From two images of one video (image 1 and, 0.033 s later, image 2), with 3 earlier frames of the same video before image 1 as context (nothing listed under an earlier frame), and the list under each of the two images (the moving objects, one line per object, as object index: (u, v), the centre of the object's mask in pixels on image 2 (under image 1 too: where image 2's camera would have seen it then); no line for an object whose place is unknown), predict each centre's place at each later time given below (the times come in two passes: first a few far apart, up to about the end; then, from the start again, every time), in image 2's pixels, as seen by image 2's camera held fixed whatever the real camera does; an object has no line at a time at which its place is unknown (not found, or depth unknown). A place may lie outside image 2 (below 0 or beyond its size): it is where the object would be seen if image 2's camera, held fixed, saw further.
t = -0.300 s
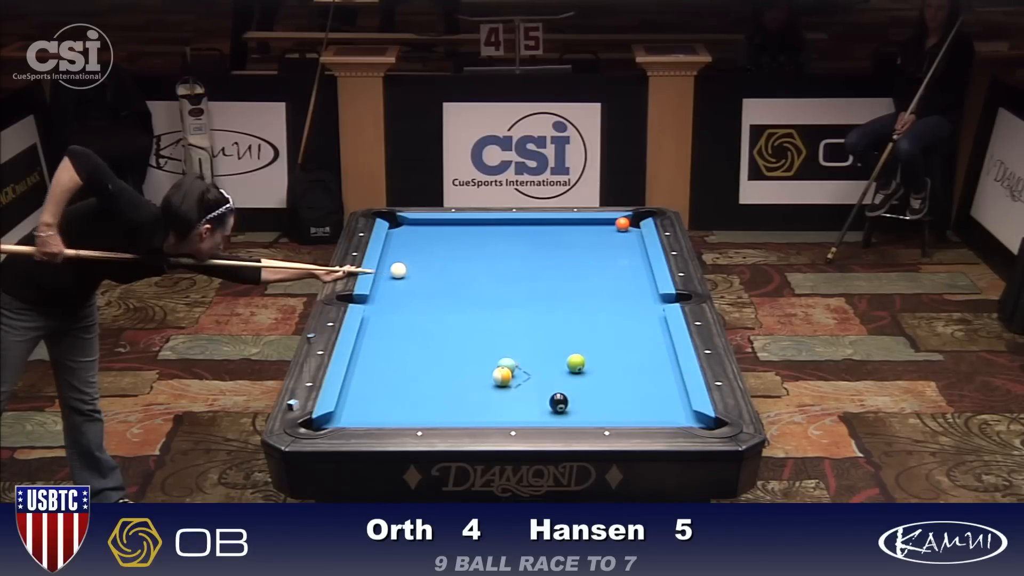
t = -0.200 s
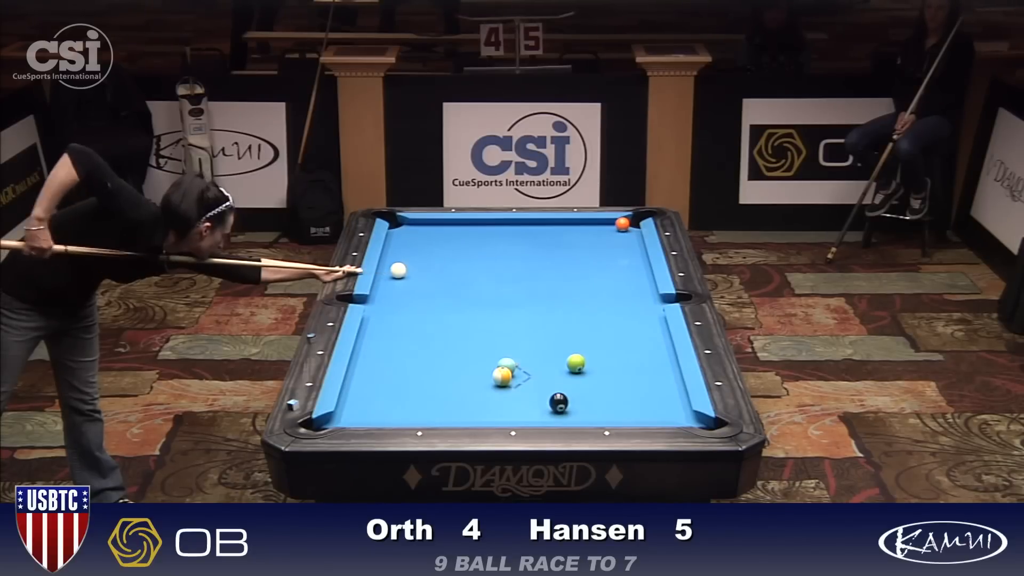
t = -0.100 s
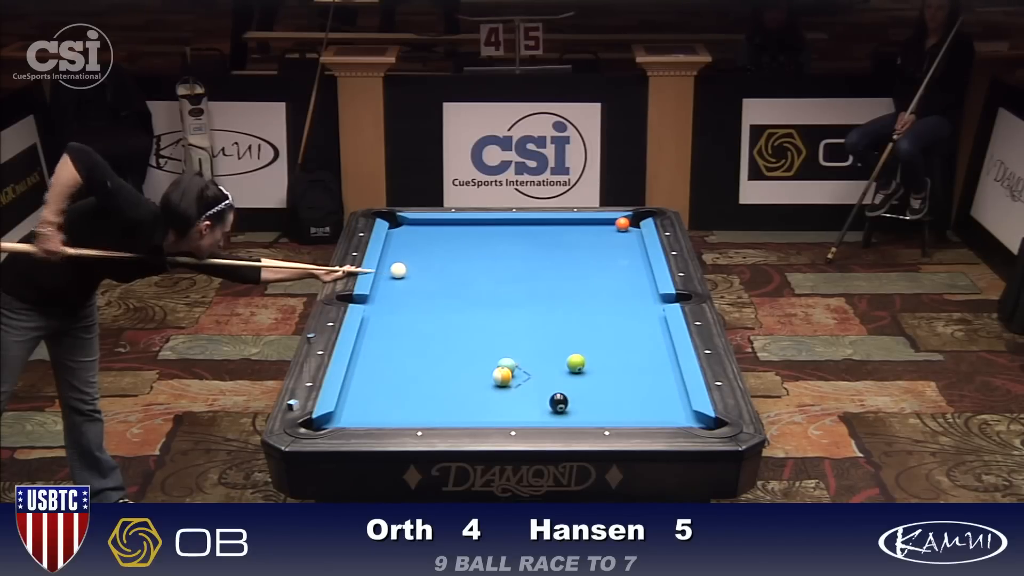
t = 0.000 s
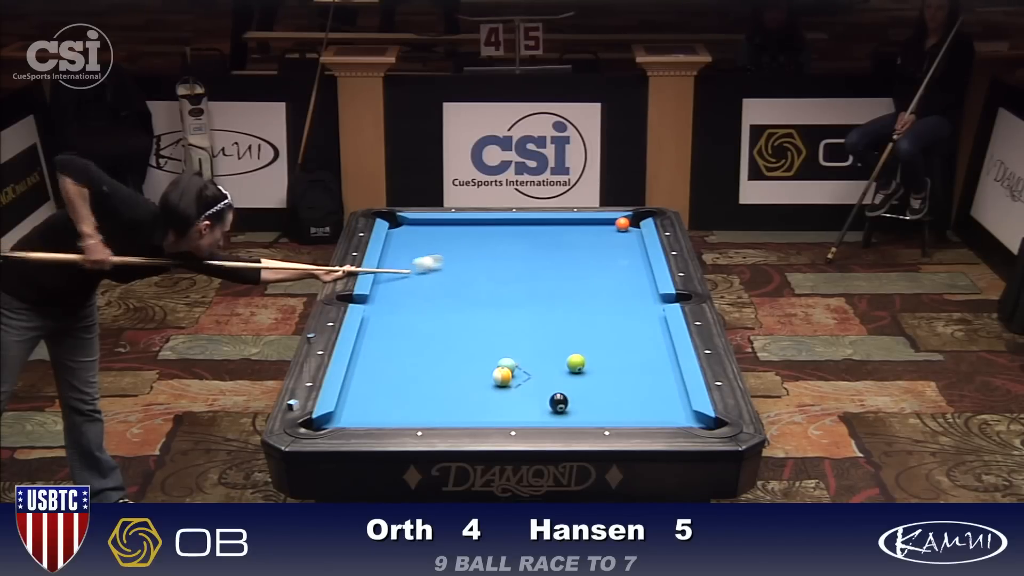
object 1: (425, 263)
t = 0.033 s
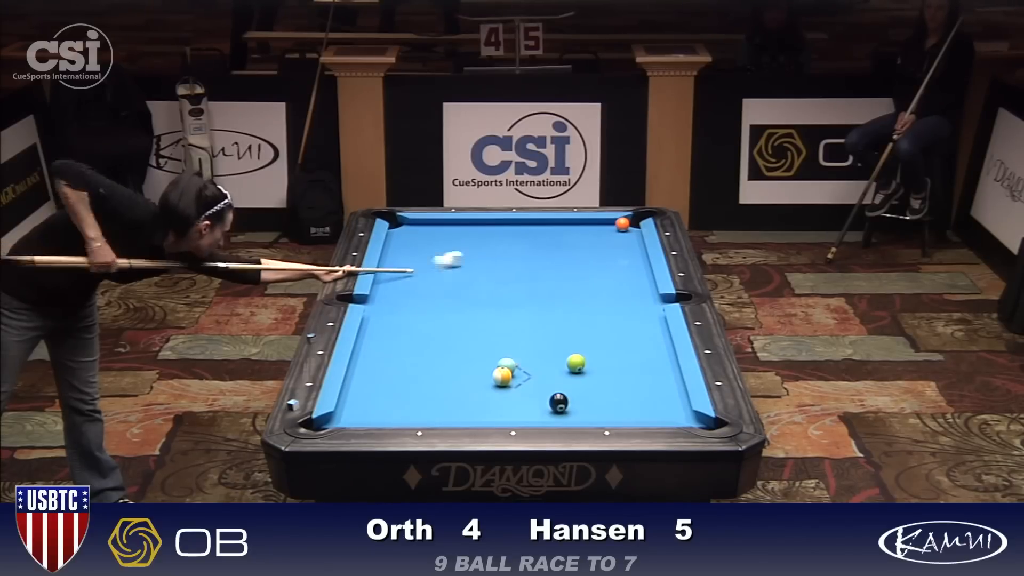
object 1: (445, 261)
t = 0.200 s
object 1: (533, 244)
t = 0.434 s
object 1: (620, 229)
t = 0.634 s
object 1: (622, 232)
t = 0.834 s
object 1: (606, 236)
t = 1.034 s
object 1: (590, 239)
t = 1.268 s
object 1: (572, 243)
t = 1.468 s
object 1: (558, 246)
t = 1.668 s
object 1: (544, 249)
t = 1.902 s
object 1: (528, 253)
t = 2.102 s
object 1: (515, 255)
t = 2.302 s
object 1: (502, 258)
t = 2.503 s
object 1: (489, 261)
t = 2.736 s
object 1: (475, 264)
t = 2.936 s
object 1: (464, 266)
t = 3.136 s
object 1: (453, 269)
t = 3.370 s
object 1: (441, 271)
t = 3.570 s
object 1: (432, 274)
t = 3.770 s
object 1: (423, 276)
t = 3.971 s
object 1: (414, 278)
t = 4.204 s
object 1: (405, 280)
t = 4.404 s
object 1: (397, 281)
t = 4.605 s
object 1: (390, 283)
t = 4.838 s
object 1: (383, 284)
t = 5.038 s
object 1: (380, 286)
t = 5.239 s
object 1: (383, 286)
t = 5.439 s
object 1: (386, 286)
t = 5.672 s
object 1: (388, 287)
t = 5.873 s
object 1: (388, 287)
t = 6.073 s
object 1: (389, 287)
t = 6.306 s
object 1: (389, 287)
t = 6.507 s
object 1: (388, 287)
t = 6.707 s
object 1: (388, 287)
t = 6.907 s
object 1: (388, 287)
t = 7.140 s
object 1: (388, 287)
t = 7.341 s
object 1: (388, 287)
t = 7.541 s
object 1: (388, 287)
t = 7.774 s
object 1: (388, 287)
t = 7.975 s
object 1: (388, 287)
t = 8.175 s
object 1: (388, 287)
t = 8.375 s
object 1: (388, 287)
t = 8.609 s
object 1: (388, 287)
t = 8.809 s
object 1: (388, 287)
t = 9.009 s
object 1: (388, 287)
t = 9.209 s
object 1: (388, 287)
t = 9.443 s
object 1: (388, 287)
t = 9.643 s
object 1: (388, 287)
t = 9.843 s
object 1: (388, 287)
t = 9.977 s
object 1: (388, 287)
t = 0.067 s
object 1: (464, 257)
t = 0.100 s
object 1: (484, 253)
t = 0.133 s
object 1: (501, 250)
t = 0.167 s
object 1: (519, 246)
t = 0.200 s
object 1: (533, 244)
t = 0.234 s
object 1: (550, 240)
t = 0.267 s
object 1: (564, 237)
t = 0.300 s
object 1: (577, 235)
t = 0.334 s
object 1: (591, 232)
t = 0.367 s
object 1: (603, 230)
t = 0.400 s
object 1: (613, 228)
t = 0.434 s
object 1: (620, 229)
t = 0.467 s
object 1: (625, 229)
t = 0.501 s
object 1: (631, 230)
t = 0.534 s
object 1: (632, 230)
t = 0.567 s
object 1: (629, 231)
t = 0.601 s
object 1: (625, 232)
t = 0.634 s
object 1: (622, 232)
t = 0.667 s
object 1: (619, 233)
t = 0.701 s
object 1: (616, 234)
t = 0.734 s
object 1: (614, 234)
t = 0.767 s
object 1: (611, 235)
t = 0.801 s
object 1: (608, 235)
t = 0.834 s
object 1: (606, 236)
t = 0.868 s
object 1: (603, 237)
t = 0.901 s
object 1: (601, 237)
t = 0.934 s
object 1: (598, 238)
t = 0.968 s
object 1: (595, 238)
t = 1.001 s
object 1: (593, 239)
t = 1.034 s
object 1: (590, 239)
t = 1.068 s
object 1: (588, 240)
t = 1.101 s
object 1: (585, 240)
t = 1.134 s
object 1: (583, 241)
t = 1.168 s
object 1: (580, 241)
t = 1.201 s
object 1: (578, 242)
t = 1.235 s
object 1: (575, 242)
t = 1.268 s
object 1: (572, 243)
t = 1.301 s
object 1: (570, 243)
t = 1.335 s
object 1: (568, 244)
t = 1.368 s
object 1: (565, 245)
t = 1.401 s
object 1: (563, 245)
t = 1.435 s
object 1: (560, 246)
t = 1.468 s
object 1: (558, 246)
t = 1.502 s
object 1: (556, 247)
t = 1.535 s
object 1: (553, 247)
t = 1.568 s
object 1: (551, 248)
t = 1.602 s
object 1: (549, 248)
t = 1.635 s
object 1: (546, 249)
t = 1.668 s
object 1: (544, 249)
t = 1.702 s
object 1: (541, 250)
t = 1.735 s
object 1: (539, 250)
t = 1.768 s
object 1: (537, 251)
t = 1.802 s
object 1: (535, 251)
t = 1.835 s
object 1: (532, 252)
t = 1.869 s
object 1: (530, 252)
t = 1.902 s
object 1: (528, 253)
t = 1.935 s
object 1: (526, 253)
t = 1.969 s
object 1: (523, 254)
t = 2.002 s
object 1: (521, 254)
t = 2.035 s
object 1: (519, 255)
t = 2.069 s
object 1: (517, 255)
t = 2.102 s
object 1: (515, 255)
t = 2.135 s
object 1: (512, 256)
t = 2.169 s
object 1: (510, 256)
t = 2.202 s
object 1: (508, 257)
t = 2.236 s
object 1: (506, 257)
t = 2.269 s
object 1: (504, 258)
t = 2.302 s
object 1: (502, 258)
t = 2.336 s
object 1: (500, 259)
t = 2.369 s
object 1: (497, 259)
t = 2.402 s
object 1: (495, 260)
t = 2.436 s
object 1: (493, 260)
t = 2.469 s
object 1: (491, 260)
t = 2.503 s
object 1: (489, 261)
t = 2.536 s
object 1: (487, 261)
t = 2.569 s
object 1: (485, 262)
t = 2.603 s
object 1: (483, 262)
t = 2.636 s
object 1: (481, 263)
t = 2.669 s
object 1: (479, 263)
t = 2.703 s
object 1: (477, 263)
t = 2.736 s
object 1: (475, 264)
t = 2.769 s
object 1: (473, 264)
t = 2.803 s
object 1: (471, 265)
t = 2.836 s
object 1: (469, 265)
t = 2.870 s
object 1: (468, 266)
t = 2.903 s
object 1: (466, 266)
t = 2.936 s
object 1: (464, 266)
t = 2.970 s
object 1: (462, 267)
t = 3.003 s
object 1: (460, 267)
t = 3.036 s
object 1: (459, 268)
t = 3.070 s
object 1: (457, 268)
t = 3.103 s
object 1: (455, 268)
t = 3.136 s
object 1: (453, 269)
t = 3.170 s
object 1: (452, 269)
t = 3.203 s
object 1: (450, 269)
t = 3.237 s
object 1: (448, 270)
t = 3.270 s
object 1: (446, 270)
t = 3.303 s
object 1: (445, 271)
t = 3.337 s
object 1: (443, 271)
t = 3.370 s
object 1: (441, 271)
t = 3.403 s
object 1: (440, 272)
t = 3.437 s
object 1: (438, 272)
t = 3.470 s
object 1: (436, 273)
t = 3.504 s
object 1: (435, 273)
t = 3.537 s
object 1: (433, 273)
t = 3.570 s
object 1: (432, 274)
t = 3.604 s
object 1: (430, 274)
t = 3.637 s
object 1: (428, 274)
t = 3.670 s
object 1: (427, 275)
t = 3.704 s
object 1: (426, 275)
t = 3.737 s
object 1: (424, 275)
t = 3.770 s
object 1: (423, 276)
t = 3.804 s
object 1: (421, 276)
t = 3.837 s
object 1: (420, 276)
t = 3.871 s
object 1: (418, 277)
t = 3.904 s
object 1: (417, 277)
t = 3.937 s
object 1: (415, 277)
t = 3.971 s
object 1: (414, 278)
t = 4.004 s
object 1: (413, 278)
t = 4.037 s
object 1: (411, 278)
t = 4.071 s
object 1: (410, 279)
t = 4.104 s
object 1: (409, 279)
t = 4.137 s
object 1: (407, 279)
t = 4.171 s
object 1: (406, 279)
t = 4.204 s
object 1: (405, 280)
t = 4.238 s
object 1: (403, 280)
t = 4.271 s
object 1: (402, 280)
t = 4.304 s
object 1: (401, 281)
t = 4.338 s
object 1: (400, 281)
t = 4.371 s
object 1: (398, 281)
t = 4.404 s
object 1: (397, 281)
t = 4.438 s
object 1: (396, 282)
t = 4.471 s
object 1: (395, 282)
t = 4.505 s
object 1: (394, 282)
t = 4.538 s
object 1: (392, 282)
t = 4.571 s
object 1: (391, 283)
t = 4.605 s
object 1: (390, 283)
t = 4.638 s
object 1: (389, 283)
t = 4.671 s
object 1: (388, 283)
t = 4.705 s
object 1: (387, 284)
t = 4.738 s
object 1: (386, 284)
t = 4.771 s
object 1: (385, 284)
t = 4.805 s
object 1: (384, 284)
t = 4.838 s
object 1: (383, 284)
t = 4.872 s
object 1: (382, 285)
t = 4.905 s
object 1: (381, 285)
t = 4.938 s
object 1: (380, 285)
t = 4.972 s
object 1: (380, 285)
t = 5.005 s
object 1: (380, 285)
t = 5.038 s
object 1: (380, 286)
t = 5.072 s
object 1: (381, 286)
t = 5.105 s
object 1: (381, 286)
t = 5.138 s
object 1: (382, 286)
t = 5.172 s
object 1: (382, 286)
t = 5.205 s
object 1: (383, 286)
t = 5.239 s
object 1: (383, 286)
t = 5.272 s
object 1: (384, 286)
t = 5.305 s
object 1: (384, 286)
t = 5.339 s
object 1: (384, 286)
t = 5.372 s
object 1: (385, 286)
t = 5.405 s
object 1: (385, 286)
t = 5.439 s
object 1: (386, 286)
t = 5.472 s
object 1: (386, 286)
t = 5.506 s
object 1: (386, 286)
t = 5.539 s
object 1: (387, 286)
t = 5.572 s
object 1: (387, 287)
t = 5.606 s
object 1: (387, 287)
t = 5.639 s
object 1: (387, 287)
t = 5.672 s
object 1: (388, 287)
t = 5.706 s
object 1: (388, 287)
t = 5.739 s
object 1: (388, 287)
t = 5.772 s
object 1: (388, 287)
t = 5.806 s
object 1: (388, 287)
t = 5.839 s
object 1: (388, 287)
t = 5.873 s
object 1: (388, 287)
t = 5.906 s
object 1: (388, 287)
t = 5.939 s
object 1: (388, 287)
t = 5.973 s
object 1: (388, 287)
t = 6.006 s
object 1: (388, 287)
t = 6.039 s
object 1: (388, 287)
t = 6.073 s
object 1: (389, 287)
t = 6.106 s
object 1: (388, 287)
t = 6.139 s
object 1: (388, 287)
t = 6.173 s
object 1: (389, 287)
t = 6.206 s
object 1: (389, 287)
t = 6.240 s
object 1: (388, 287)
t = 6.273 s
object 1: (389, 287)
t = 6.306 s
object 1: (389, 287)
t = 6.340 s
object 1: (388, 287)
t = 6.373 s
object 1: (388, 287)
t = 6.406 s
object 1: (388, 287)
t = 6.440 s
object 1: (388, 287)
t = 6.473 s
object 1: (388, 287)
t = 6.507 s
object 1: (388, 287)
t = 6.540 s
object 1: (388, 287)
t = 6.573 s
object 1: (388, 287)
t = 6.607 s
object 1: (388, 287)
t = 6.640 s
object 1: (388, 287)
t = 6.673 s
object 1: (388, 287)
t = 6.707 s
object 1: (388, 287)
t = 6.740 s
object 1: (388, 287)
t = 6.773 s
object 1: (388, 287)
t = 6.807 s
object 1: (388, 287)
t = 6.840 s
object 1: (388, 287)
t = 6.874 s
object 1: (388, 287)
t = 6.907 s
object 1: (388, 287)
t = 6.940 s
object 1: (388, 287)
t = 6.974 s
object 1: (388, 287)
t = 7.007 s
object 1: (388, 287)
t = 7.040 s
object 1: (388, 287)
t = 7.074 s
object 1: (388, 287)
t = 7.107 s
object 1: (388, 287)
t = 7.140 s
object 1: (388, 287)
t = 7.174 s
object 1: (388, 287)
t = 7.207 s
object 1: (388, 287)
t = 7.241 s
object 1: (388, 287)
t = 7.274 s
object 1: (388, 287)
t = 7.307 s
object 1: (388, 287)
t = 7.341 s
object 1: (388, 287)
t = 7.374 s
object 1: (388, 287)
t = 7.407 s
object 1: (388, 287)
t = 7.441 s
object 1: (388, 287)
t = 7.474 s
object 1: (388, 287)
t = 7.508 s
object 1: (388, 287)
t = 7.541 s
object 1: (388, 287)
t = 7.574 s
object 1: (388, 287)
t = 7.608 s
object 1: (388, 287)
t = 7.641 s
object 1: (388, 287)
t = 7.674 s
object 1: (388, 287)
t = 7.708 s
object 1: (388, 287)
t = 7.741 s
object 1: (388, 287)
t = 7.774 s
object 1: (388, 287)
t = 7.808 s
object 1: (388, 287)
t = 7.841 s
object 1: (388, 287)
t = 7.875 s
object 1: (388, 287)
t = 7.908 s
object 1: (388, 287)
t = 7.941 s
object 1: (388, 287)
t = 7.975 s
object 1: (388, 287)
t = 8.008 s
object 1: (388, 287)
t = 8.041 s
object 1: (388, 287)
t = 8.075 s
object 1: (388, 287)
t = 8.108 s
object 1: (388, 287)
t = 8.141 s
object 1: (388, 287)
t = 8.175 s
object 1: (388, 287)
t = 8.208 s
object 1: (388, 287)
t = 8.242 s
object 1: (388, 287)
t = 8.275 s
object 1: (388, 287)
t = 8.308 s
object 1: (388, 287)
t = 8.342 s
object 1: (388, 287)
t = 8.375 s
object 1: (388, 287)
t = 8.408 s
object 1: (388, 287)
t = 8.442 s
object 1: (388, 287)
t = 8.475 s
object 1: (388, 287)
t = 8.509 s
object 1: (388, 287)
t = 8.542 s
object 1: (388, 287)
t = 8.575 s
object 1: (388, 287)
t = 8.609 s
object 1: (388, 287)
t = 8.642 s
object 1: (388, 287)
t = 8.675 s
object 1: (388, 287)
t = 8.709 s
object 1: (388, 287)
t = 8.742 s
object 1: (388, 287)
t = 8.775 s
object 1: (388, 287)
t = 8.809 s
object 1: (388, 287)
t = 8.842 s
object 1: (388, 287)
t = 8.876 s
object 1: (388, 287)
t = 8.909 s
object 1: (388, 287)
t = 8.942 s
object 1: (388, 287)
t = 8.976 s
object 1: (388, 287)
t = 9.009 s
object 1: (388, 287)
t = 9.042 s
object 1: (388, 287)
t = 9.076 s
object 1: (388, 287)
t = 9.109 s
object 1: (388, 287)
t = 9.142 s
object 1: (388, 287)
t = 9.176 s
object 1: (388, 287)
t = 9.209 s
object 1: (388, 287)
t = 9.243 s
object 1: (388, 287)
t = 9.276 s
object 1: (388, 287)
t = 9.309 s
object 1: (388, 287)
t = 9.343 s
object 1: (388, 287)
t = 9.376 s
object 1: (388, 287)
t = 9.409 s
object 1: (388, 287)
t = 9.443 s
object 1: (388, 287)
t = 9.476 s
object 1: (388, 287)
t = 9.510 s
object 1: (388, 287)
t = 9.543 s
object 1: (388, 287)
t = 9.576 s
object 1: (388, 287)
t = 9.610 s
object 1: (388, 287)
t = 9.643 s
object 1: (388, 287)
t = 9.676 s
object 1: (388, 287)
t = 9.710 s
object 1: (388, 287)
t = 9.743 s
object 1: (388, 287)
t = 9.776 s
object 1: (388, 287)
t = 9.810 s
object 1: (388, 287)
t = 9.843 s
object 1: (388, 287)
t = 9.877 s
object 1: (388, 287)
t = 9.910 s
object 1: (388, 287)
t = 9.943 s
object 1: (388, 287)
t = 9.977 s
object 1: (388, 287)
